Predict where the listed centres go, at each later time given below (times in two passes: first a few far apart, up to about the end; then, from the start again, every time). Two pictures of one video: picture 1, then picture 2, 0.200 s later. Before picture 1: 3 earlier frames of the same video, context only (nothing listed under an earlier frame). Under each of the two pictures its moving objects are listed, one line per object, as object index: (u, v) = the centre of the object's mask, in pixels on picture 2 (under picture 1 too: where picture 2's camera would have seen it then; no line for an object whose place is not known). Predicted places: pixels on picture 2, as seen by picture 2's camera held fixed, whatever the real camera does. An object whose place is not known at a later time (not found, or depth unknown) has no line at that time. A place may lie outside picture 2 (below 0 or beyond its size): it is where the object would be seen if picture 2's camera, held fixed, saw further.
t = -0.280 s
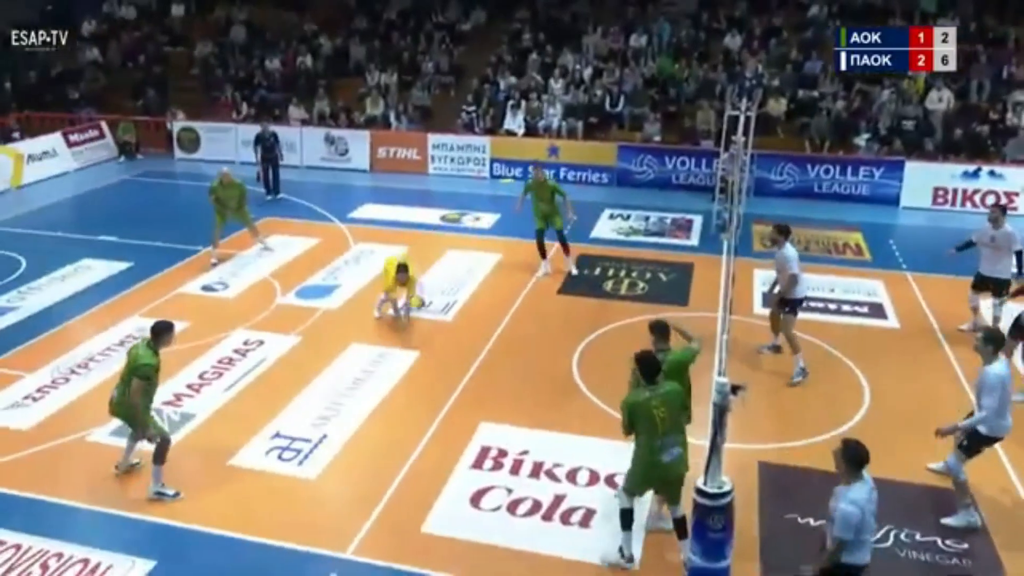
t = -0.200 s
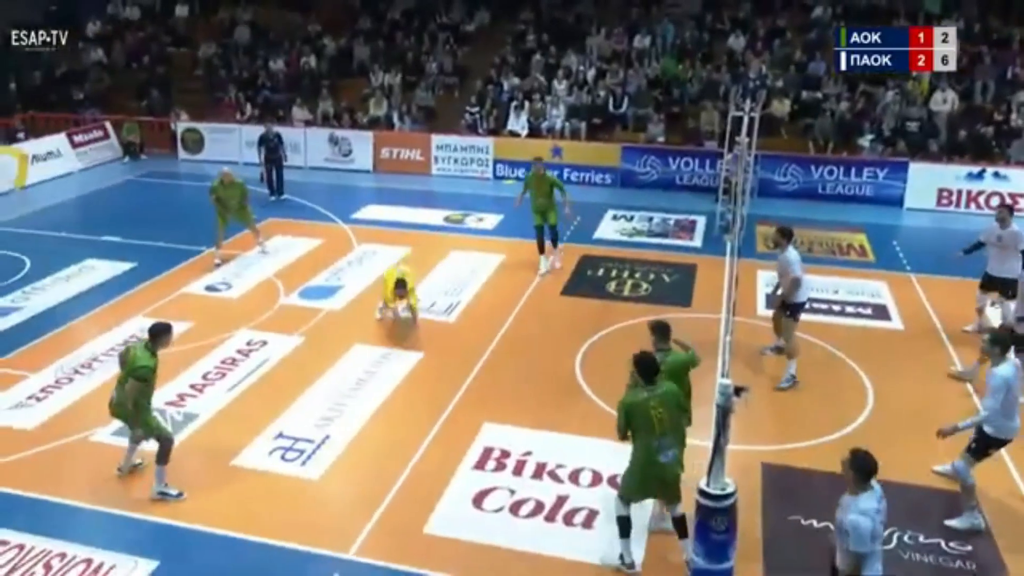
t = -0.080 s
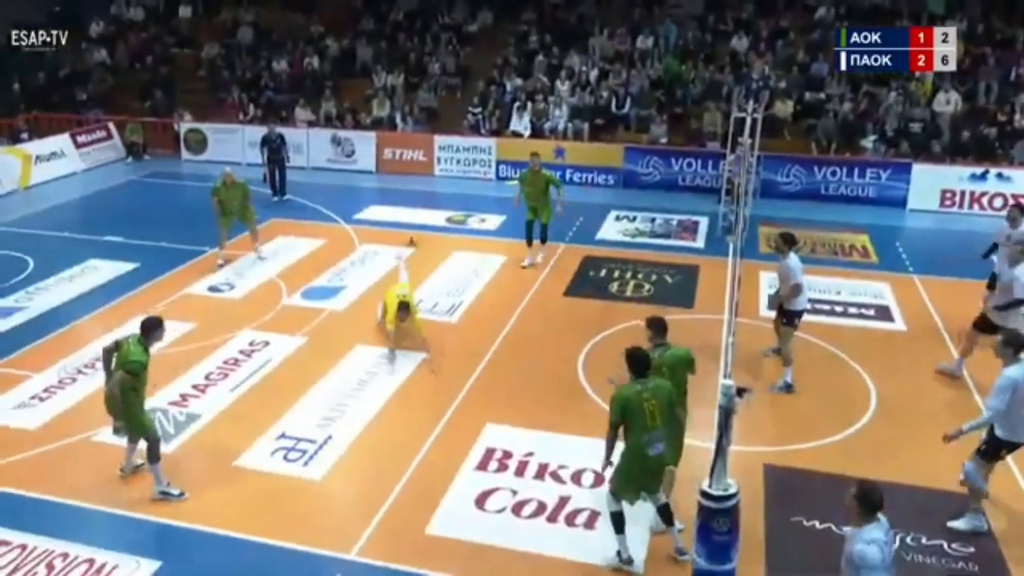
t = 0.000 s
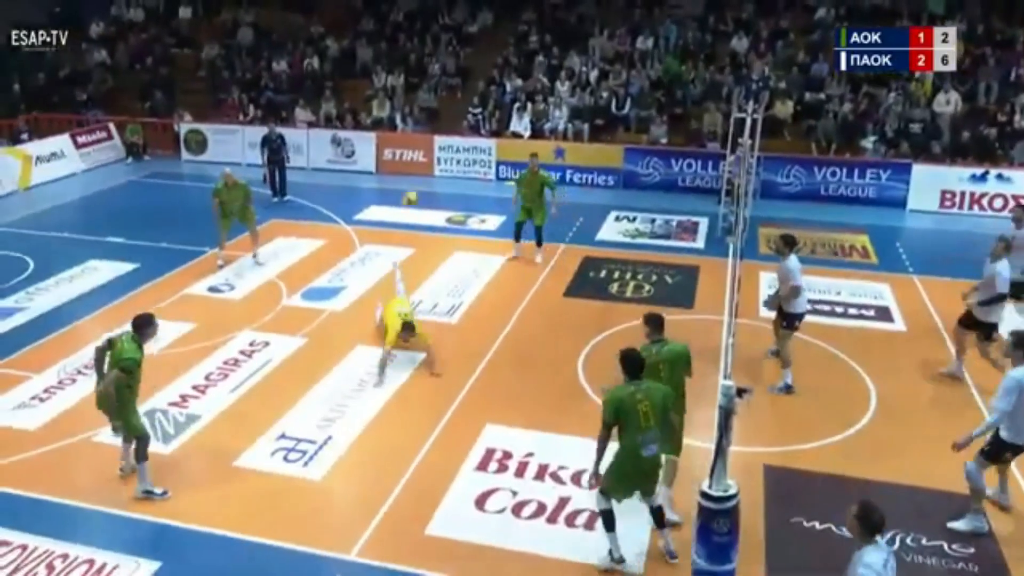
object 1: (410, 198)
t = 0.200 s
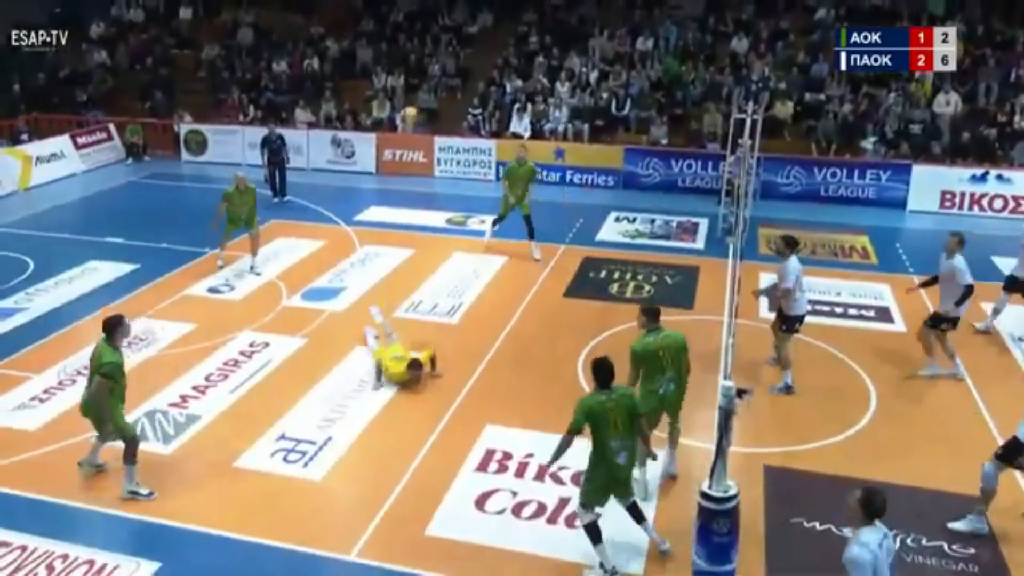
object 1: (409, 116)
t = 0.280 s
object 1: (408, 90)
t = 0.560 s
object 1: (408, 39)
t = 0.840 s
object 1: (411, 56)
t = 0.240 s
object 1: (409, 104)
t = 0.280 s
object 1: (408, 90)
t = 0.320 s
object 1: (409, 79)
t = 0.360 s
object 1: (408, 69)
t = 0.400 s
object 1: (407, 60)
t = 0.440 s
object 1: (408, 53)
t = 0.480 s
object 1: (408, 48)
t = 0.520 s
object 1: (407, 43)
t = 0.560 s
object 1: (408, 39)
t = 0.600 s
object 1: (408, 38)
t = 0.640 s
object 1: (408, 38)
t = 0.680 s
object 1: (408, 38)
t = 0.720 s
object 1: (409, 40)
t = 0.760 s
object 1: (410, 44)
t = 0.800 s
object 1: (410, 49)
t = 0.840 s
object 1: (411, 56)
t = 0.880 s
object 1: (412, 64)
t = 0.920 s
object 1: (412, 73)
